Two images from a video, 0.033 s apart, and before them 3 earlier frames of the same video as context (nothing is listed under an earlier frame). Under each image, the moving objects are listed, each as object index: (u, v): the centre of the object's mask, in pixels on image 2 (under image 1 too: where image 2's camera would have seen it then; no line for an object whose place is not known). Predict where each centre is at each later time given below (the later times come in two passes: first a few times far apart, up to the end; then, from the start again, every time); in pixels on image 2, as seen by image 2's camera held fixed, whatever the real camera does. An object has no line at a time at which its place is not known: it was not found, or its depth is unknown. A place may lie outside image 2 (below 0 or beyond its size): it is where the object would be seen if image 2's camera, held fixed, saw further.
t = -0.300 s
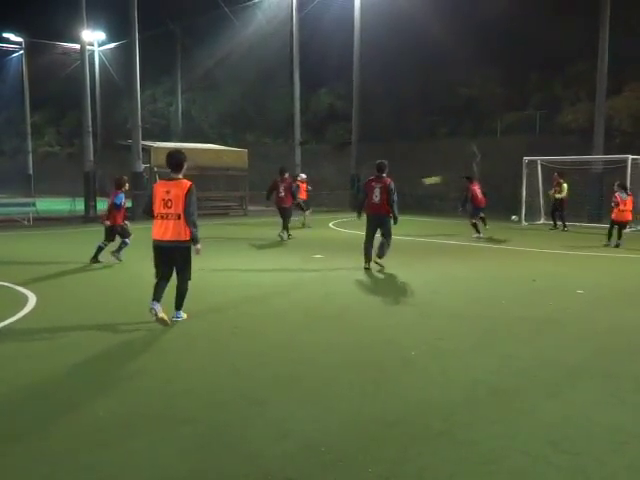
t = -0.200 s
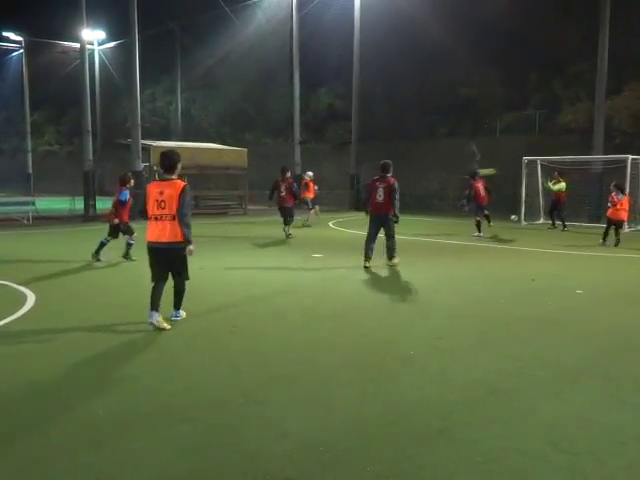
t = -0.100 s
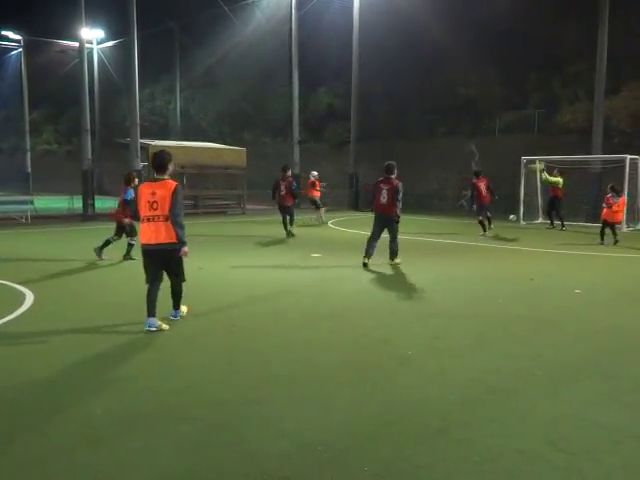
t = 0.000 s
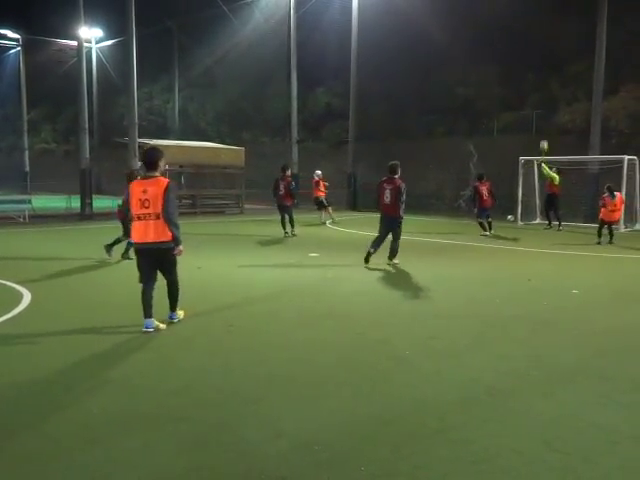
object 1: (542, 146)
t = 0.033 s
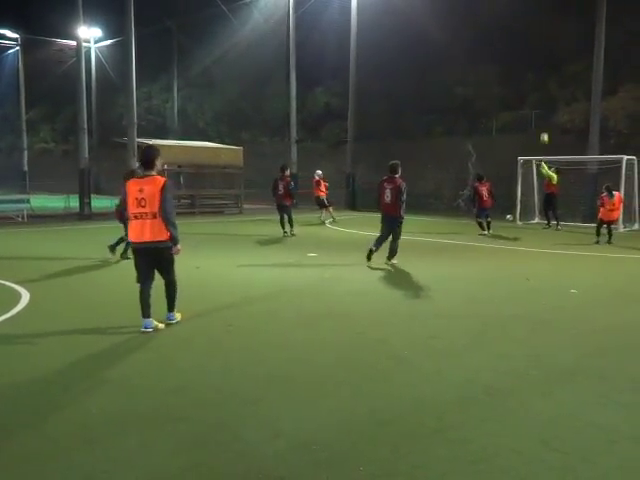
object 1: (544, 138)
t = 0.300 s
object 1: (557, 95)
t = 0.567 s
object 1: (570, 76)
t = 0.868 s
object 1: (585, 88)
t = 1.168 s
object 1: (598, 138)
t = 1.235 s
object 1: (601, 152)
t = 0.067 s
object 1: (546, 131)
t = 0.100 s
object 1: (547, 125)
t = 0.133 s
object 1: (549, 119)
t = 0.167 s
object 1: (550, 113)
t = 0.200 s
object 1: (552, 108)
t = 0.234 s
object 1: (554, 103)
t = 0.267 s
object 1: (555, 99)
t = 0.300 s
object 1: (557, 95)
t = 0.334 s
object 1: (559, 91)
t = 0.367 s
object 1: (560, 88)
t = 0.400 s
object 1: (562, 85)
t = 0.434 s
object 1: (564, 82)
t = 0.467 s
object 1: (565, 80)
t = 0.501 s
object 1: (567, 78)
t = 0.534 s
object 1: (569, 77)
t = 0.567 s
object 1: (570, 76)
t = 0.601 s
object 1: (572, 76)
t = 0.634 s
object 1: (574, 76)
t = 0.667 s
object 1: (575, 76)
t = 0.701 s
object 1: (577, 77)
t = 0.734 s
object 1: (579, 79)
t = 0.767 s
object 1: (580, 81)
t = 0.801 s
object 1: (582, 82)
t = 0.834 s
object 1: (583, 85)
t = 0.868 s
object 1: (585, 88)
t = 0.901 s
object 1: (586, 91)
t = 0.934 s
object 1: (588, 96)
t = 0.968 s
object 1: (589, 100)
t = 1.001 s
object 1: (591, 105)
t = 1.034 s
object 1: (593, 110)
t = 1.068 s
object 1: (594, 116)
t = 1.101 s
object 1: (596, 123)
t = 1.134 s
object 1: (597, 130)
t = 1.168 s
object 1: (598, 138)
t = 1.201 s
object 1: (600, 146)
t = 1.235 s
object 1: (601, 152)
